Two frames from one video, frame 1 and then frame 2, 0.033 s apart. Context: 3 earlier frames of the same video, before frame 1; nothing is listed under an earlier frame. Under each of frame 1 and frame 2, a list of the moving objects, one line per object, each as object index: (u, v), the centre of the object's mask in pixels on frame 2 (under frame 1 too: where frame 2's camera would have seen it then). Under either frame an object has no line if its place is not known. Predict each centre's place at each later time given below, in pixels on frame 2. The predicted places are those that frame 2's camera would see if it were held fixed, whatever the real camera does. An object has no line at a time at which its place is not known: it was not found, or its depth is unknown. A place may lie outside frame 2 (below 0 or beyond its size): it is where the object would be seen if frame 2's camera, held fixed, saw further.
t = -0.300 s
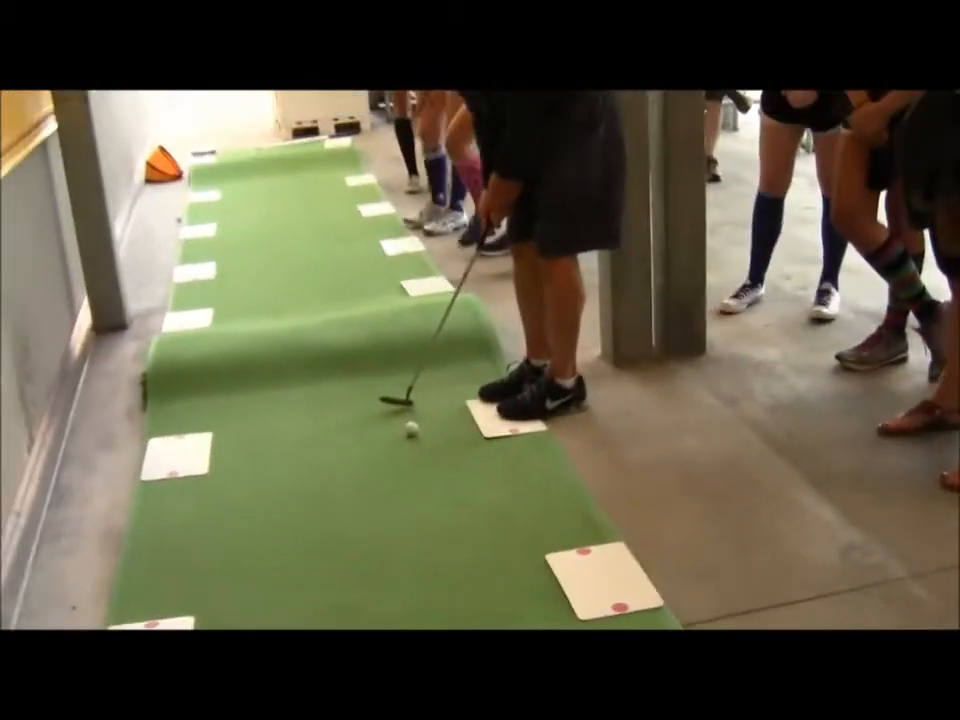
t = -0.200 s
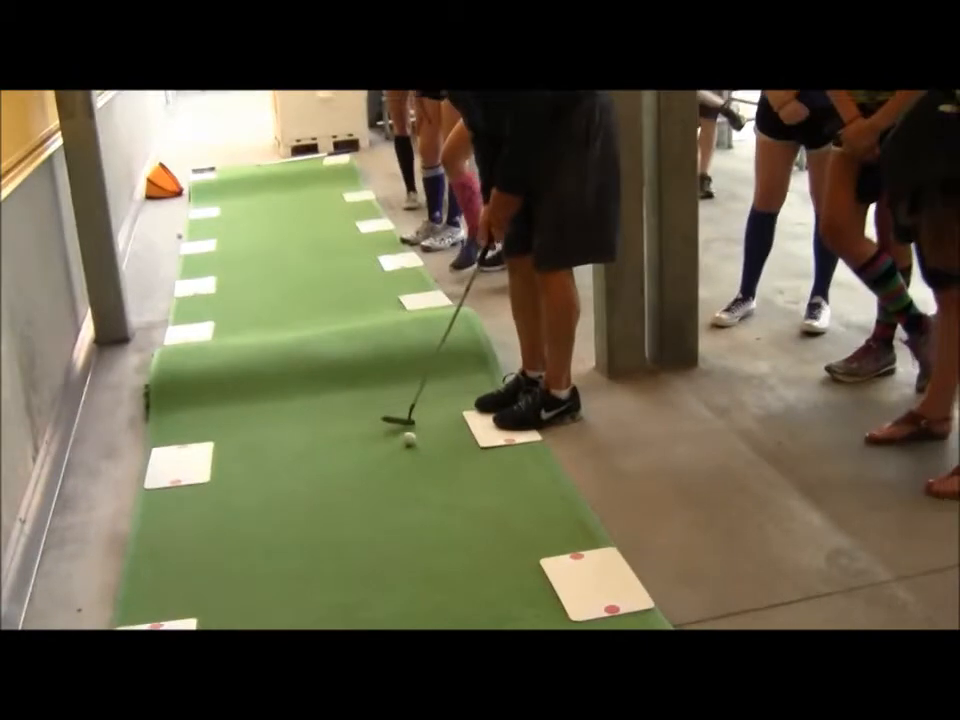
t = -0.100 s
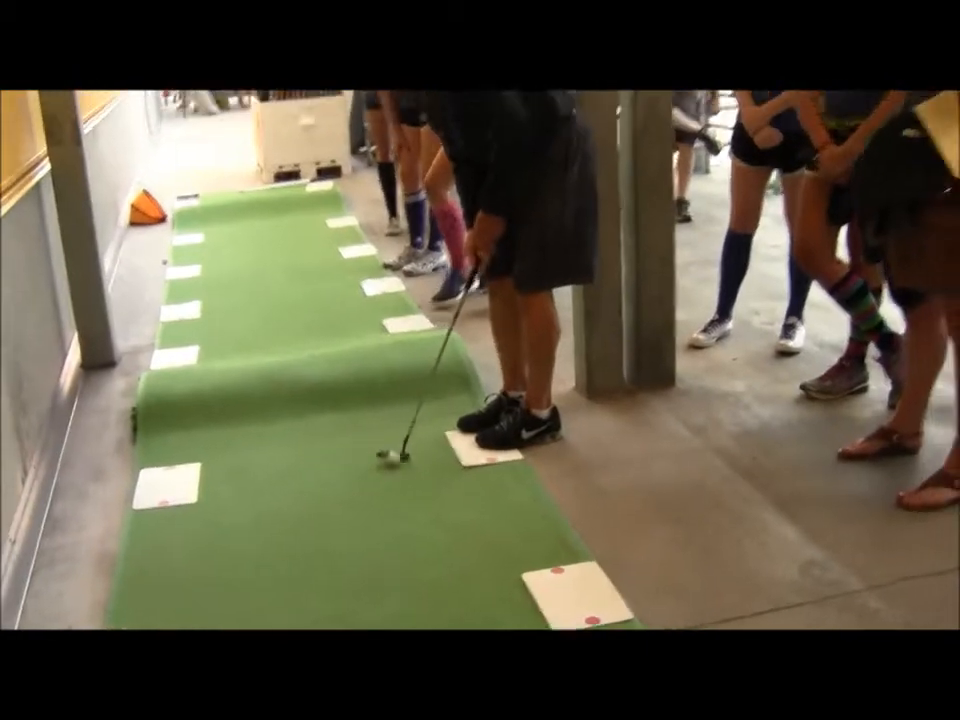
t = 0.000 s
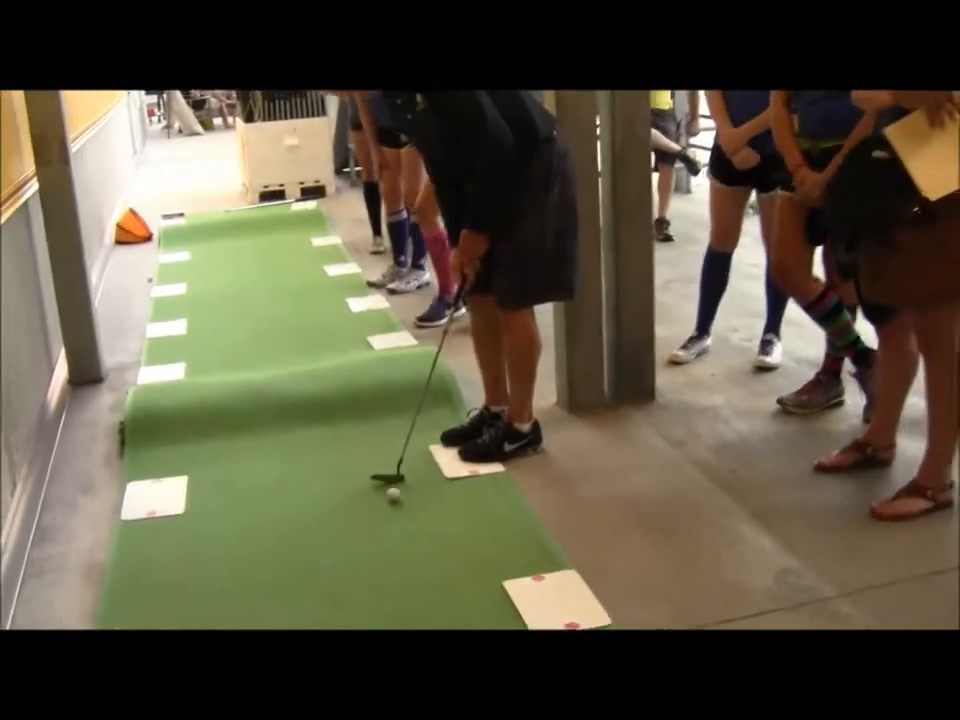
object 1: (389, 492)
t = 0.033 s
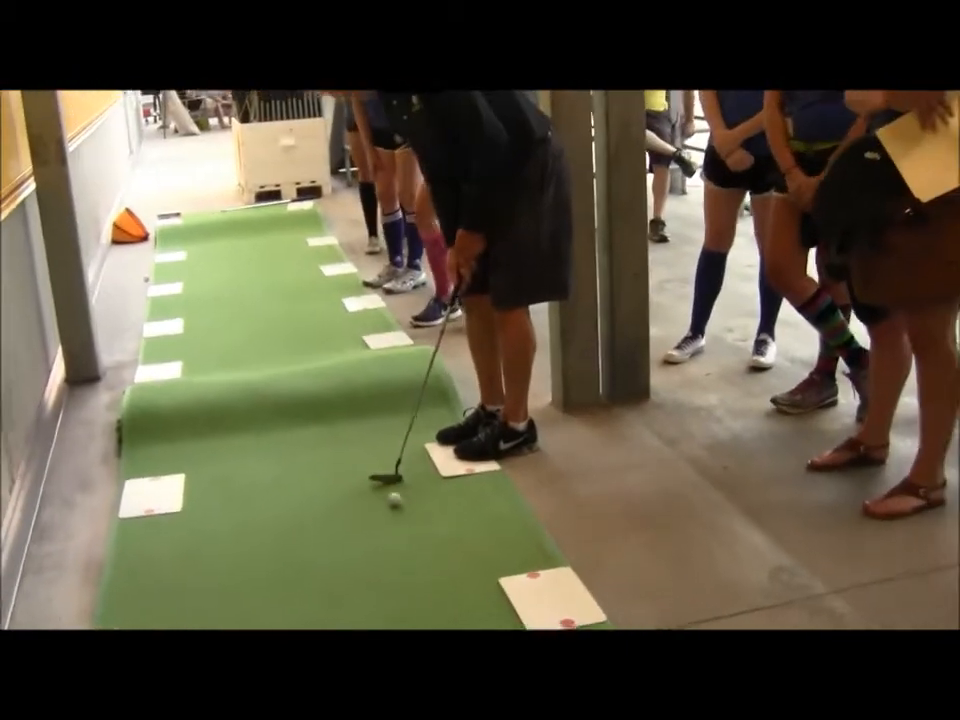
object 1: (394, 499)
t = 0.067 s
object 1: (399, 506)
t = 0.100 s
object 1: (403, 512)
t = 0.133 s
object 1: (408, 518)
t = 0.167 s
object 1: (412, 523)
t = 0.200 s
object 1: (417, 530)
